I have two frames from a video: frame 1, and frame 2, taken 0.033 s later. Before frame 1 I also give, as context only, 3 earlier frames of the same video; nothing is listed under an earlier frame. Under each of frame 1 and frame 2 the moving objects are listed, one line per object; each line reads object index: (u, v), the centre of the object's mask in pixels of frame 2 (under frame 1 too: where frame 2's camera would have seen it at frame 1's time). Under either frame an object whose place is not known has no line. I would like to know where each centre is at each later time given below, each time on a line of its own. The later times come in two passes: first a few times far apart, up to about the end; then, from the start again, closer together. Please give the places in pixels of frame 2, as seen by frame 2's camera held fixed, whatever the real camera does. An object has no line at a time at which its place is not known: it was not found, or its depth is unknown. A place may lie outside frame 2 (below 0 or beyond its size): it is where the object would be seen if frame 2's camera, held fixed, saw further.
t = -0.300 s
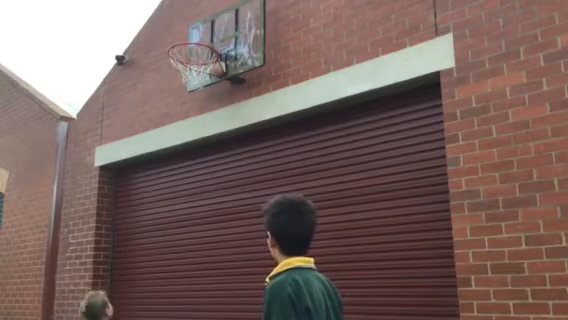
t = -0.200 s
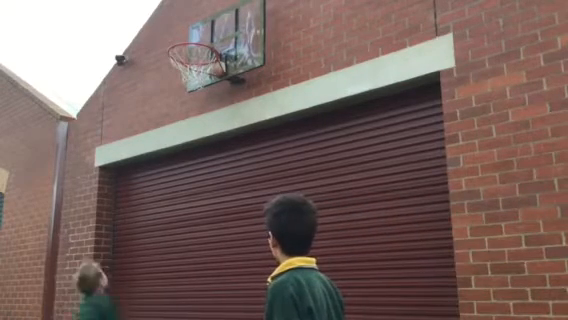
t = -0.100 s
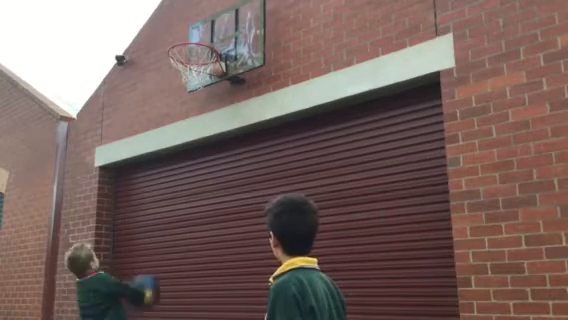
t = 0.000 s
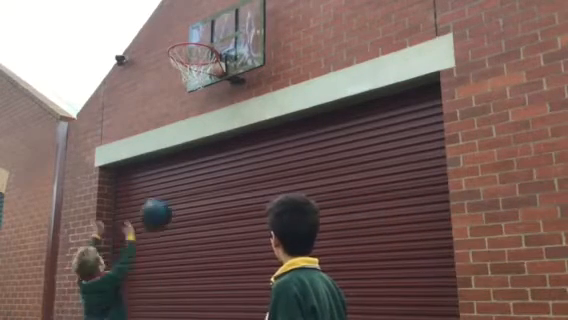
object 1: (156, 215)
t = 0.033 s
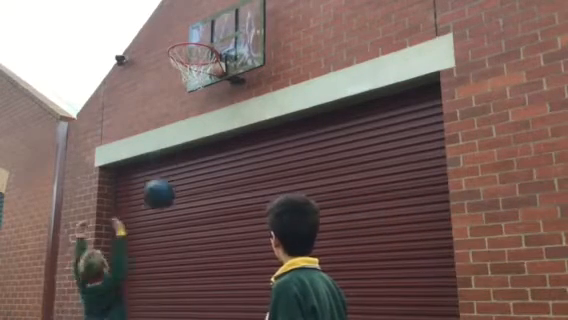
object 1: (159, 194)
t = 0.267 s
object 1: (176, 99)
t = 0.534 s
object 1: (181, 87)
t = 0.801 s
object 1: (160, 185)
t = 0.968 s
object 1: (144, 301)
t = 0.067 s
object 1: (162, 174)
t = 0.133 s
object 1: (166, 141)
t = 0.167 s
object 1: (169, 129)
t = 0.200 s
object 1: (172, 118)
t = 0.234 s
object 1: (174, 108)
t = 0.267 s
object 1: (176, 99)
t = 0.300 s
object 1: (178, 92)
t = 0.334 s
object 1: (180, 85)
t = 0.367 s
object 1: (182, 80)
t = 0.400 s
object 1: (183, 77)
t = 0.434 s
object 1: (184, 74)
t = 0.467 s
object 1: (185, 75)
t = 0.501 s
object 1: (183, 81)
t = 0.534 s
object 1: (181, 87)
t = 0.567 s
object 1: (179, 95)
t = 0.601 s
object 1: (177, 104)
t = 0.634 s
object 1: (174, 114)
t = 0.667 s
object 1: (171, 125)
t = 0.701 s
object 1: (169, 138)
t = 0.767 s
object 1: (163, 166)
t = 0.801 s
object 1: (160, 185)
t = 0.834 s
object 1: (157, 204)
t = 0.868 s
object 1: (154, 224)
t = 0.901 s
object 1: (150, 247)
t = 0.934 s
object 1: (147, 272)
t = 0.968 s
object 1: (144, 301)
